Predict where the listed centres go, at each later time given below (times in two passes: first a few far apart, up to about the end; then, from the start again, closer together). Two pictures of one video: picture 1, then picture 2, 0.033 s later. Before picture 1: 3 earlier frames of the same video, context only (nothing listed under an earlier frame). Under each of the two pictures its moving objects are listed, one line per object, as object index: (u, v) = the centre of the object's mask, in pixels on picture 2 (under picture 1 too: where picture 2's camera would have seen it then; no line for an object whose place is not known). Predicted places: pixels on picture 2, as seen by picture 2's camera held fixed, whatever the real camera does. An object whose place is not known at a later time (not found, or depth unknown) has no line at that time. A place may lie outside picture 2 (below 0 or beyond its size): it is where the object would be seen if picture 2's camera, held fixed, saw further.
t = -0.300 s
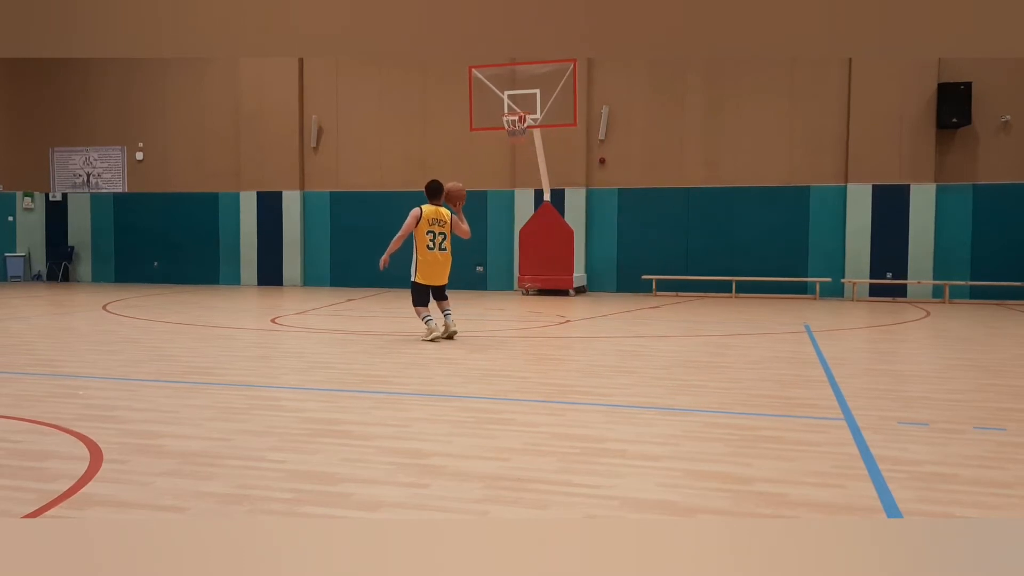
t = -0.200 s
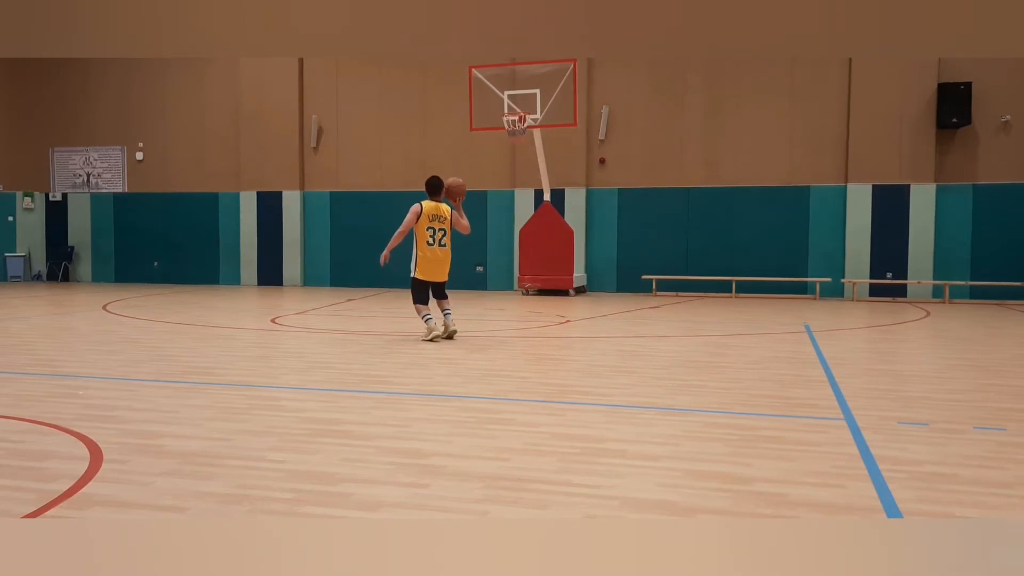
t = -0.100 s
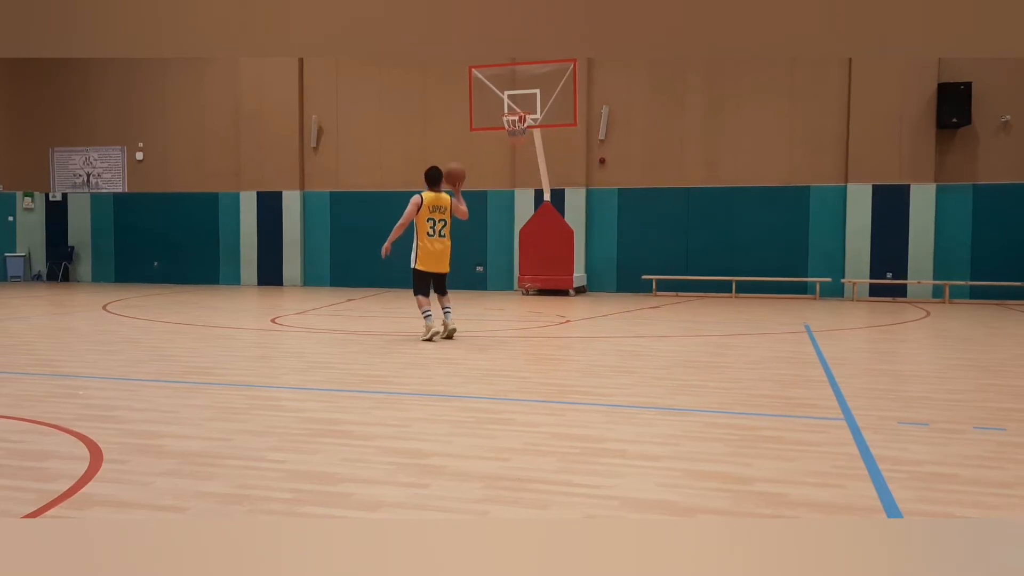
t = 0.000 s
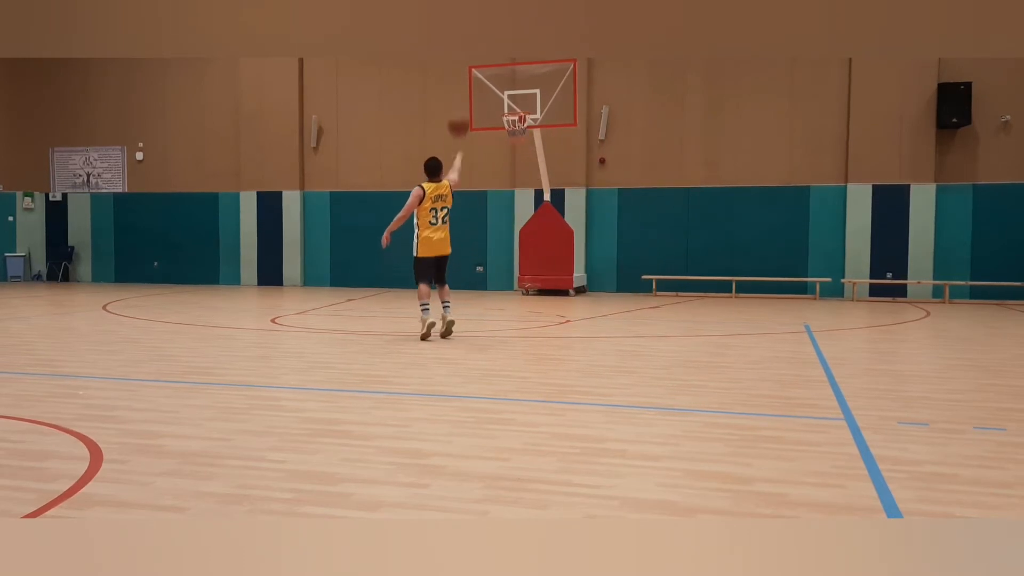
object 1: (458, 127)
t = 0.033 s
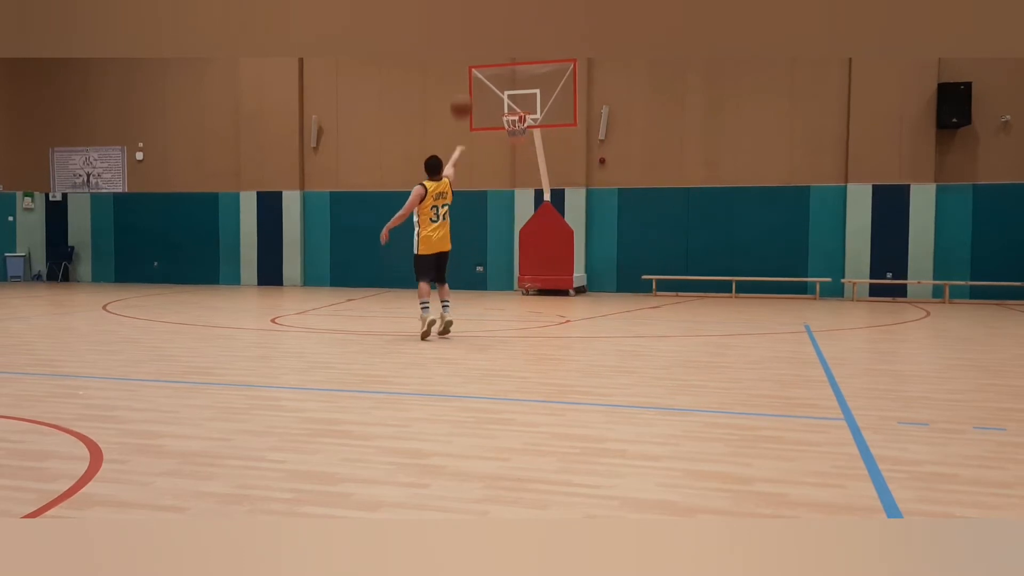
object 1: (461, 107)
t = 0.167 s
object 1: (471, 60)
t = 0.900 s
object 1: (509, 61)
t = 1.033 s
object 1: (513, 96)
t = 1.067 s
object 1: (513, 106)
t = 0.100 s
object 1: (466, 78)
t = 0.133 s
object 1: (468, 66)
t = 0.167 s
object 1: (471, 60)
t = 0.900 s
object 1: (509, 61)
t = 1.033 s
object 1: (513, 96)
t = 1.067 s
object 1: (513, 106)
